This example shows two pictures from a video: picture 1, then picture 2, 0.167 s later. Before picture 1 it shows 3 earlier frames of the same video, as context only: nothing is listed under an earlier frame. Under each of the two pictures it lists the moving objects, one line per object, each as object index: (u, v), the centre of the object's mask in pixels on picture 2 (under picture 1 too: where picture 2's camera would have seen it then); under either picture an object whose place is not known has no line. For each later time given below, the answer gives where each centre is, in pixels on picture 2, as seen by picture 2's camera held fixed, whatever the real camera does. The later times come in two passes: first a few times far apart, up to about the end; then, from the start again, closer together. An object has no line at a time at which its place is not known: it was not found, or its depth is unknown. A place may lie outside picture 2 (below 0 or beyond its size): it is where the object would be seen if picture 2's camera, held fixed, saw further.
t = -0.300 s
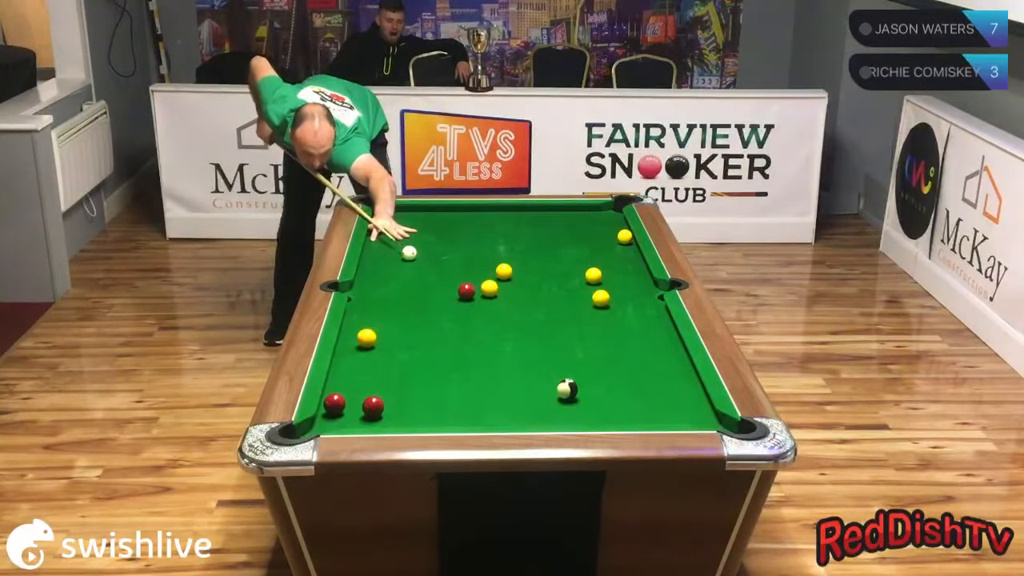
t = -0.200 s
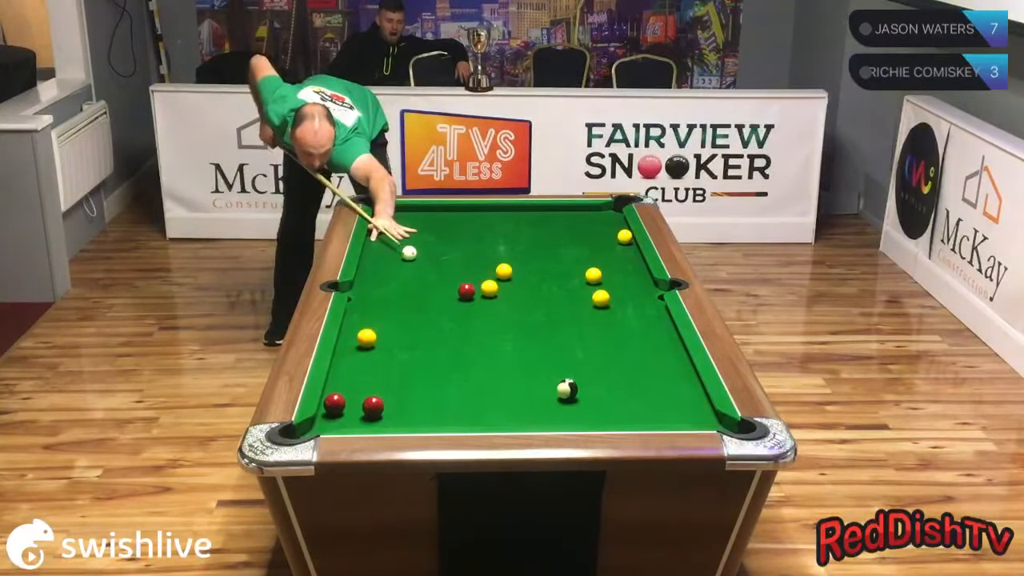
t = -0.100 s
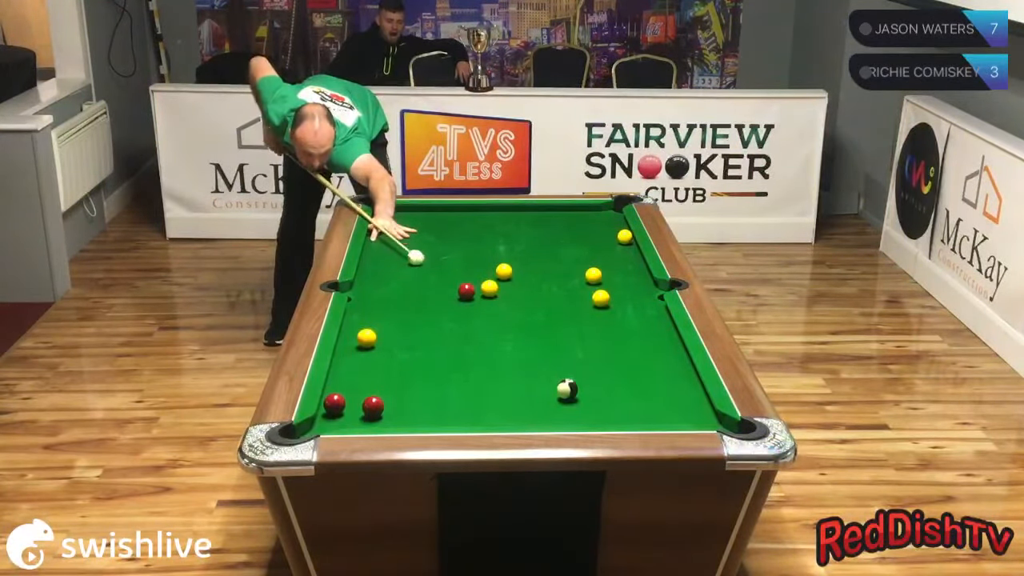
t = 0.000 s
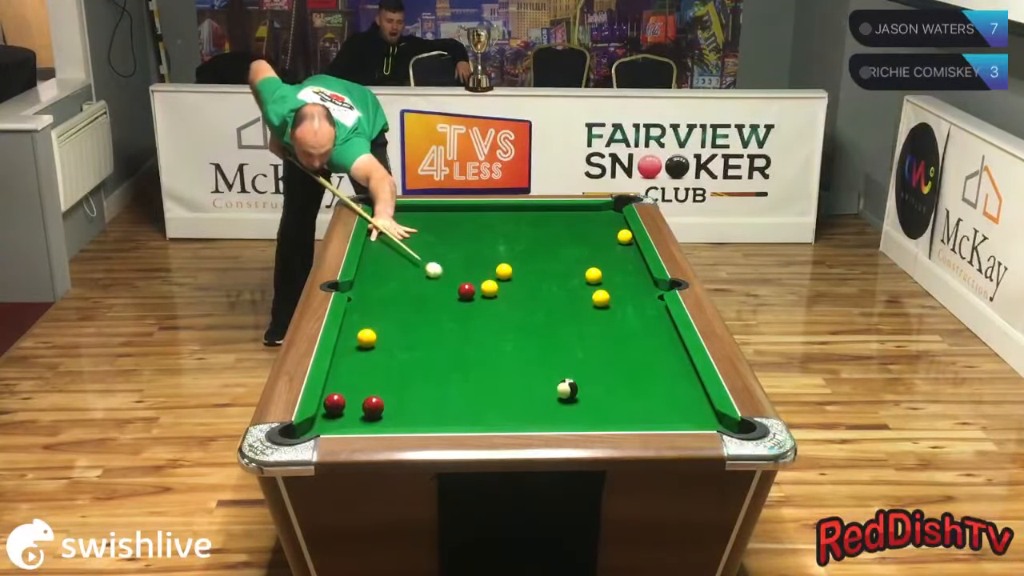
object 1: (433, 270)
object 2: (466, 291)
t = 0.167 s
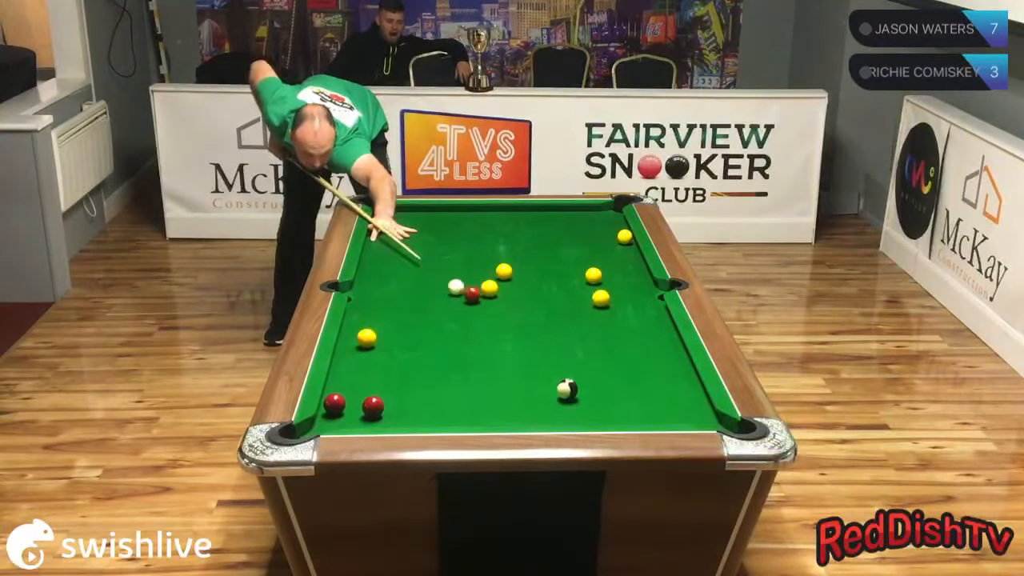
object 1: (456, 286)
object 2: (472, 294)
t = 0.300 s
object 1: (453, 290)
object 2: (494, 305)
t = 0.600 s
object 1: (453, 299)
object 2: (539, 329)
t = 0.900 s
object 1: (453, 307)
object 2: (586, 353)
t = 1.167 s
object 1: (453, 314)
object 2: (631, 377)
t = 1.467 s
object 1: (454, 320)
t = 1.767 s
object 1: (455, 326)
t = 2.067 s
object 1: (456, 331)
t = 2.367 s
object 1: (456, 333)
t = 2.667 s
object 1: (457, 336)
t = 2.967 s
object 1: (457, 336)
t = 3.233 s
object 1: (457, 336)
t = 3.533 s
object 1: (456, 336)
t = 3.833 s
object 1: (456, 336)
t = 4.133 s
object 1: (456, 336)
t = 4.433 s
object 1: (456, 336)
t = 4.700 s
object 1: (456, 336)
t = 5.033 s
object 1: (456, 336)
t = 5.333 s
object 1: (456, 336)
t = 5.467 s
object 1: (456, 336)
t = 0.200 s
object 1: (454, 287)
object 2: (478, 298)
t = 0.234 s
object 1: (454, 288)
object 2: (484, 301)
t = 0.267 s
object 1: (453, 289)
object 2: (489, 303)
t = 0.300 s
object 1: (453, 290)
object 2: (494, 305)
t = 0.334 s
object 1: (453, 291)
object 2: (499, 308)
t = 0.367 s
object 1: (453, 292)
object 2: (504, 310)
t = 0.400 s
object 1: (453, 293)
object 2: (509, 313)
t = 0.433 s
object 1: (453, 294)
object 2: (514, 316)
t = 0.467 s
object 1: (453, 295)
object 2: (519, 319)
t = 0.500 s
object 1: (453, 296)
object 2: (524, 321)
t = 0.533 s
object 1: (453, 297)
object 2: (528, 324)
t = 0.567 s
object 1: (453, 298)
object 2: (534, 326)
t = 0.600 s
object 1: (453, 299)
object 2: (539, 329)
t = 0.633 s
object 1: (453, 300)
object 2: (544, 332)
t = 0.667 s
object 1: (453, 301)
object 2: (549, 334)
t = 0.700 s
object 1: (453, 302)
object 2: (554, 337)
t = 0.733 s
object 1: (453, 303)
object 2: (559, 340)
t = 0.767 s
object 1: (453, 304)
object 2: (565, 342)
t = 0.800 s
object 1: (453, 304)
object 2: (570, 345)
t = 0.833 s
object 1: (453, 305)
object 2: (575, 348)
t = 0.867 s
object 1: (453, 306)
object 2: (581, 350)
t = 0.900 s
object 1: (453, 307)
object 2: (586, 353)
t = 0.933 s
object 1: (453, 308)
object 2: (592, 356)
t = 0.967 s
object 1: (453, 309)
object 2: (597, 359)
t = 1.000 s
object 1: (453, 310)
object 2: (602, 362)
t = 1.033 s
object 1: (453, 310)
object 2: (608, 365)
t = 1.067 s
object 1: (453, 311)
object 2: (614, 368)
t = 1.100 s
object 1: (453, 312)
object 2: (619, 371)
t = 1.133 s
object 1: (453, 313)
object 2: (625, 374)
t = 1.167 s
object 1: (453, 314)
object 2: (631, 377)
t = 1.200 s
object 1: (454, 314)
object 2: (636, 379)
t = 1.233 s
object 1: (454, 315)
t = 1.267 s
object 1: (454, 316)
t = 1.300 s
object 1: (454, 317)
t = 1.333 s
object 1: (454, 317)
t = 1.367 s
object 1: (454, 318)
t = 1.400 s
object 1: (454, 319)
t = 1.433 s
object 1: (454, 319)
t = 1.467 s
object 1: (454, 320)
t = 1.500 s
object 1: (454, 321)
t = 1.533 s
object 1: (454, 321)
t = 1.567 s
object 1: (454, 322)
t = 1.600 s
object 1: (454, 323)
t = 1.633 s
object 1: (454, 323)
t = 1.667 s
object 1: (455, 324)
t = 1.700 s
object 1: (454, 324)
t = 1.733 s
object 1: (455, 325)
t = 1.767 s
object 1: (455, 326)
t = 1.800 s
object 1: (455, 326)
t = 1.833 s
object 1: (455, 327)
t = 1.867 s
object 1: (455, 327)
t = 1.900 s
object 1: (455, 328)
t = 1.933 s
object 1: (455, 328)
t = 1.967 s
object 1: (455, 329)
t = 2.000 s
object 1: (455, 329)
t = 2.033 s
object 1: (456, 330)
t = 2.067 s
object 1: (456, 331)
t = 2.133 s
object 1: (456, 331)
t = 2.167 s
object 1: (456, 331)
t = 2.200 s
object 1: (456, 332)
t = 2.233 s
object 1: (456, 332)
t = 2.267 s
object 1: (456, 333)
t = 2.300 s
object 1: (456, 333)
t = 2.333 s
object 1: (457, 333)
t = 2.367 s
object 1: (456, 333)
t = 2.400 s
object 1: (456, 334)
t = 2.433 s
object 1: (456, 334)
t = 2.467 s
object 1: (457, 334)
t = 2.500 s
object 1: (456, 335)
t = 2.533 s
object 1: (457, 335)
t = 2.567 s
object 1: (457, 335)
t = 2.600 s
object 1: (456, 335)
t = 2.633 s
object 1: (457, 335)
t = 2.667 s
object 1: (457, 336)
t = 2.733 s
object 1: (457, 336)
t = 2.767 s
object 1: (457, 336)
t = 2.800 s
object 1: (457, 336)
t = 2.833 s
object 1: (457, 336)
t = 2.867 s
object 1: (457, 336)
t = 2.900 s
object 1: (457, 336)
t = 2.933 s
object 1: (457, 336)
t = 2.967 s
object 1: (457, 336)
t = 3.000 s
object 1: (457, 336)
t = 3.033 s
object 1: (457, 336)
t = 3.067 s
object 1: (457, 336)
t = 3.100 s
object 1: (456, 336)
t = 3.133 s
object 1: (457, 336)
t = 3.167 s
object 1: (456, 336)
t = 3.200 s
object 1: (456, 336)
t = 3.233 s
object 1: (457, 336)
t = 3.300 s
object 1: (456, 336)
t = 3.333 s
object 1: (456, 336)
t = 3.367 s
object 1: (456, 336)
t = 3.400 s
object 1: (456, 336)
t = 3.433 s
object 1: (456, 336)
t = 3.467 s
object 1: (456, 336)
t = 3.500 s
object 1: (456, 336)
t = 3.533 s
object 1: (456, 336)
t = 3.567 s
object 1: (456, 336)
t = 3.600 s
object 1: (456, 336)
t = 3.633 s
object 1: (456, 336)
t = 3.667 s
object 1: (456, 336)
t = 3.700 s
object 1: (456, 336)
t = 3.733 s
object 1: (456, 336)
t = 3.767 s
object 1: (456, 336)
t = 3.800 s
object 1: (456, 336)
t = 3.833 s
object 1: (456, 336)
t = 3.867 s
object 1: (456, 336)
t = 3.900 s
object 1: (456, 336)
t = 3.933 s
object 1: (456, 336)
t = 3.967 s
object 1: (456, 336)
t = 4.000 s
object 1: (456, 336)
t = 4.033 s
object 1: (456, 336)
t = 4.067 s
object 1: (456, 336)
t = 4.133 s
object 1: (456, 336)
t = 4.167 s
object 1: (456, 336)
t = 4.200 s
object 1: (456, 336)
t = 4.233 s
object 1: (456, 336)
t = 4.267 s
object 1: (456, 336)
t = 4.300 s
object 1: (456, 336)
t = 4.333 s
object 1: (456, 336)
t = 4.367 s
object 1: (456, 336)
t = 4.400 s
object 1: (456, 336)
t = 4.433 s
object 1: (456, 336)
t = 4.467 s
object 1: (456, 336)
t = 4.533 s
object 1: (456, 336)
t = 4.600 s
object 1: (456, 336)
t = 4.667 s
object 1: (456, 336)
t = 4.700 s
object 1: (456, 336)
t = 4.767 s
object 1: (456, 336)
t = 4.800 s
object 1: (456, 336)
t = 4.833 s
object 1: (456, 336)
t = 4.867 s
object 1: (456, 336)
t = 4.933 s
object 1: (456, 336)
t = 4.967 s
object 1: (456, 336)
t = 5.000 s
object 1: (456, 336)
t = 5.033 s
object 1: (456, 336)
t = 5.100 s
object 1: (456, 336)
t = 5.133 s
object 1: (456, 336)
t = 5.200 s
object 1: (456, 336)
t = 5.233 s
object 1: (456, 336)
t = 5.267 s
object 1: (456, 336)
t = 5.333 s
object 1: (456, 336)
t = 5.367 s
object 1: (456, 336)
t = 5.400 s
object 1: (456, 336)
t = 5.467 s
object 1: (456, 336)
